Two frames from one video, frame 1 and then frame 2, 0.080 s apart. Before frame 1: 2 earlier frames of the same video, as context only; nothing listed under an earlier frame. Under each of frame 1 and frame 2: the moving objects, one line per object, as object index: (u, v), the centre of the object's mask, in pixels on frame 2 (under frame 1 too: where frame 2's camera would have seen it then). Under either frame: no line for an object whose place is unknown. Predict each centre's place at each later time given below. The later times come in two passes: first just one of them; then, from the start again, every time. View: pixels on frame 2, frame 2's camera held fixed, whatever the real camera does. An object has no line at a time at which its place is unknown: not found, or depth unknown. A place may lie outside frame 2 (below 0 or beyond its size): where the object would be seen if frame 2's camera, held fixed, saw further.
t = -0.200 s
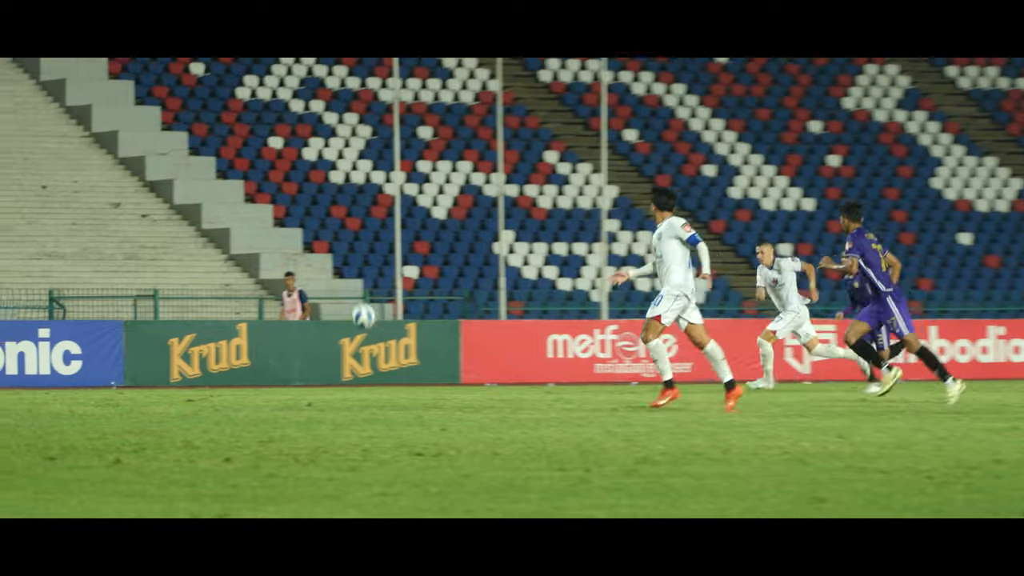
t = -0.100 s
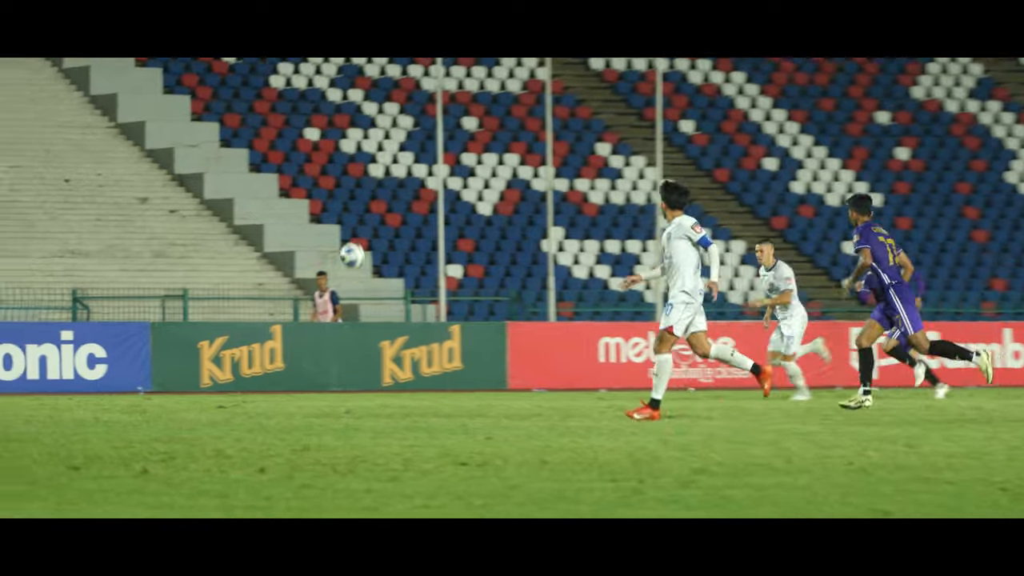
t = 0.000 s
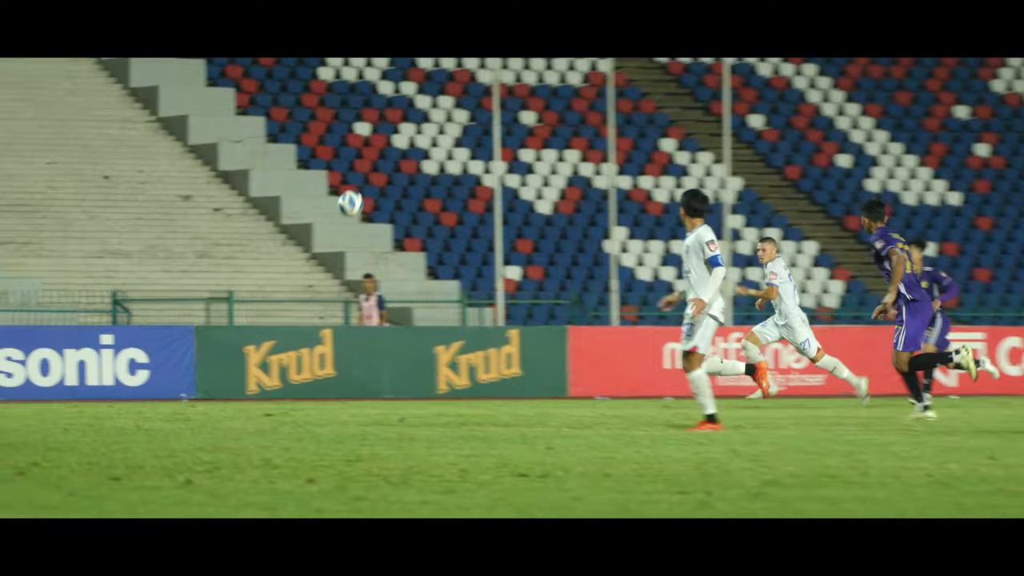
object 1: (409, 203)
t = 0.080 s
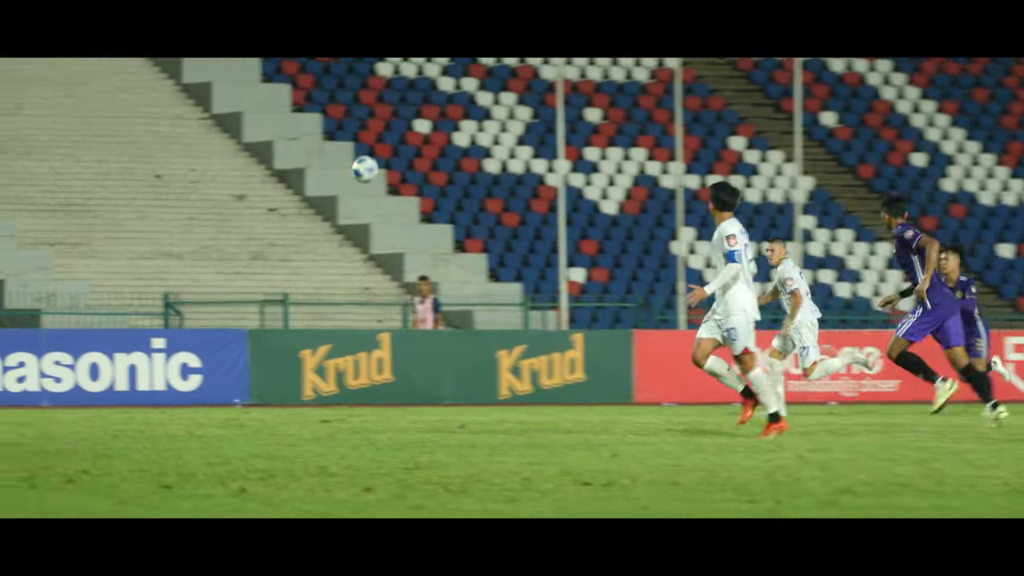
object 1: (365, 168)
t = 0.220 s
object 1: (287, 127)
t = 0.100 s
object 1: (353, 161)
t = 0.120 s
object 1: (343, 154)
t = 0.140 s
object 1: (331, 148)
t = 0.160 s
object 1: (320, 142)
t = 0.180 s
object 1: (309, 137)
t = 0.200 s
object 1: (298, 132)
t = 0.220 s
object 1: (287, 127)
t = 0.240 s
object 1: (275, 123)
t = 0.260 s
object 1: (264, 120)
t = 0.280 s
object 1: (253, 117)
